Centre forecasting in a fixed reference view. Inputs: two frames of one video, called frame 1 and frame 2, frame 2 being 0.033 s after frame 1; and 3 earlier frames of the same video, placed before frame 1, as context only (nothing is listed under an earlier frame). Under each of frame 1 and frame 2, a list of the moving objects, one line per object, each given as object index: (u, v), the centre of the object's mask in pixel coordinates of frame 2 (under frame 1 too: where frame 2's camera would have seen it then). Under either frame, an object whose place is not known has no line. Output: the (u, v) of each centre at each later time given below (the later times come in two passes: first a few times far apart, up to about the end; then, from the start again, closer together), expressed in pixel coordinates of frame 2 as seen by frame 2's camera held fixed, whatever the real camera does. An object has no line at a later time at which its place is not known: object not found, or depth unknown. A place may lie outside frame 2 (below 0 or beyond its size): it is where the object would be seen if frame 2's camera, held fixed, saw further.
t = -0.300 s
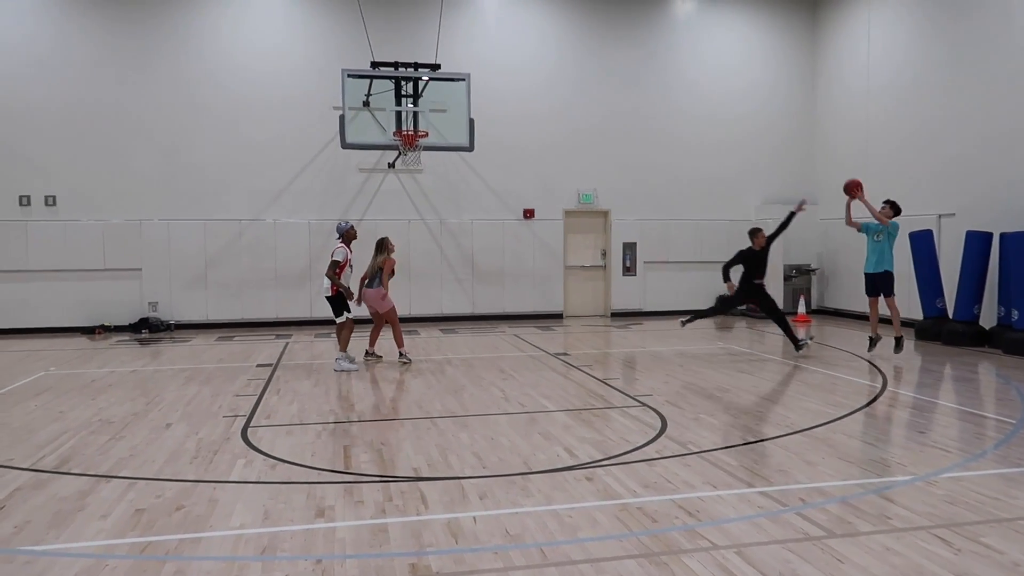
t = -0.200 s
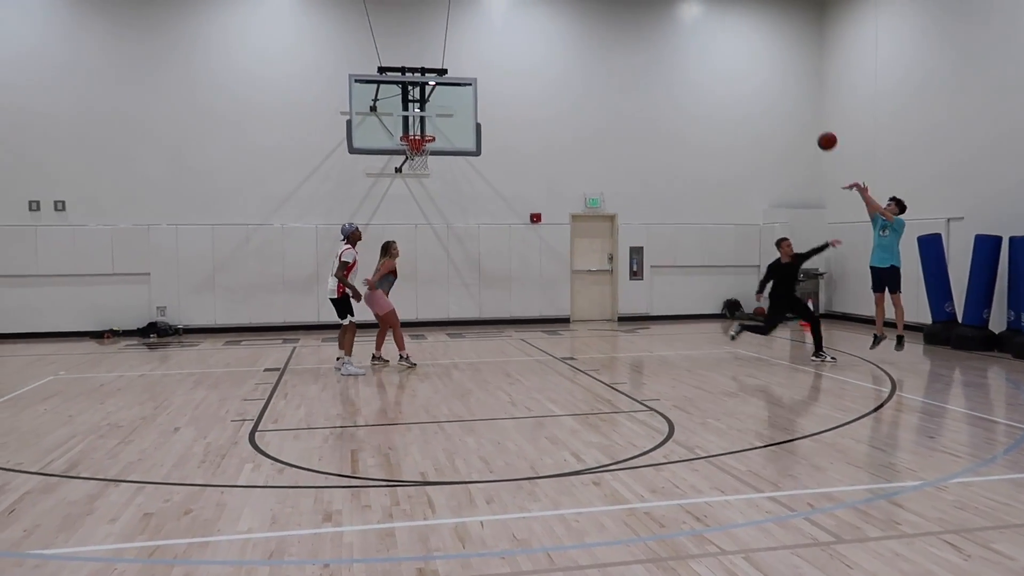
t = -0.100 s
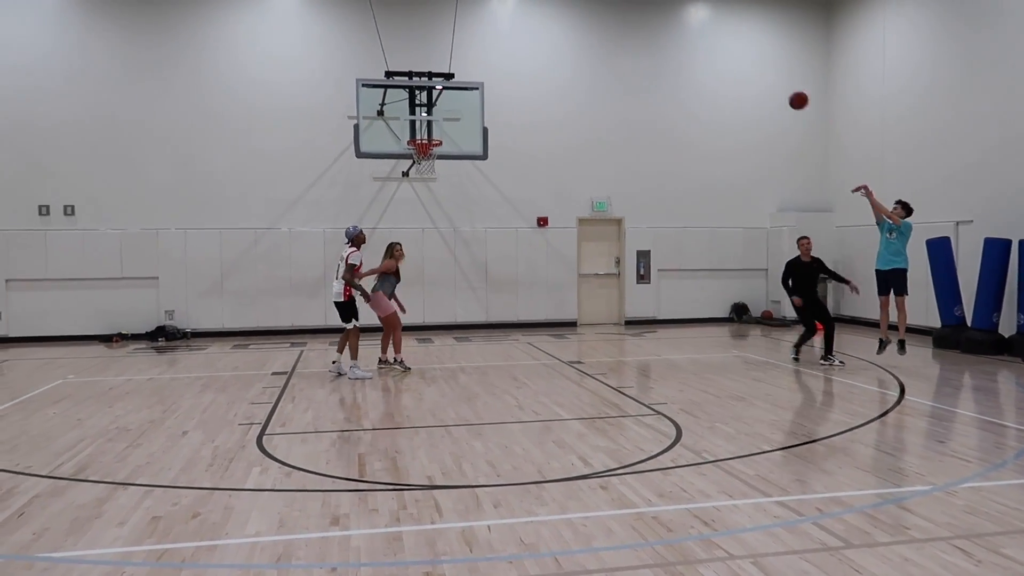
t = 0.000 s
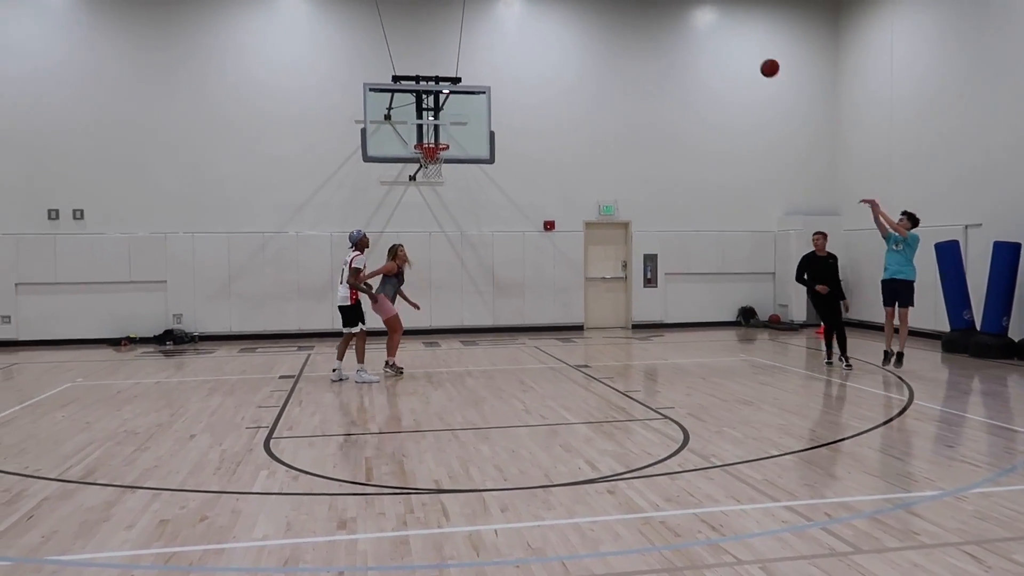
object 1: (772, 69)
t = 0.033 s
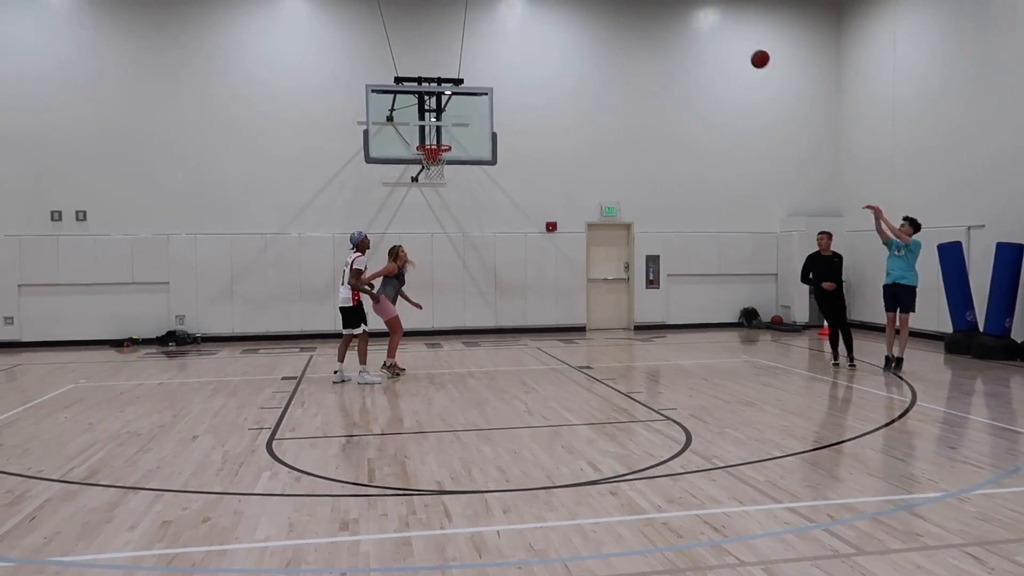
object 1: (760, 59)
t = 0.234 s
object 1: (691, 16)
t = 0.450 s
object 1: (618, 3)
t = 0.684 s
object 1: (543, 30)
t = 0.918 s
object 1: (470, 92)
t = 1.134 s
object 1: (426, 139)
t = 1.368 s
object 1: (425, 120)
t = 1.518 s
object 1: (429, 122)
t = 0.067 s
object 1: (748, 50)
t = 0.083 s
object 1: (743, 45)
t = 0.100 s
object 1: (737, 41)
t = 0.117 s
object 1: (731, 37)
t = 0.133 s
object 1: (725, 34)
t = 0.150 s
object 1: (719, 30)
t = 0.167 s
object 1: (713, 27)
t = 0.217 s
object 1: (696, 18)
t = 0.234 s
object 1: (691, 16)
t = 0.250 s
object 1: (685, 14)
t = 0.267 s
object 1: (679, 12)
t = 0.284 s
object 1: (674, 10)
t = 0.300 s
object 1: (668, 9)
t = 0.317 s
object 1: (662, 7)
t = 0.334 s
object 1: (657, 6)
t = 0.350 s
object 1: (651, 5)
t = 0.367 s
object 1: (646, 4)
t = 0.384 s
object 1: (640, 4)
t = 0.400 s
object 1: (635, 4)
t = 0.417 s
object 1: (629, 4)
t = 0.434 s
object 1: (623, 3)
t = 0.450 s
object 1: (618, 3)
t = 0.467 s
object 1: (612, 4)
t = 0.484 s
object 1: (607, 5)
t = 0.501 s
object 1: (602, 6)
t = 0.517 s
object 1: (596, 7)
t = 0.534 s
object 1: (591, 8)
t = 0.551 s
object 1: (585, 10)
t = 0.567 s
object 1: (580, 12)
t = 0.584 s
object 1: (575, 14)
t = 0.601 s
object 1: (569, 16)
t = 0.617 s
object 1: (564, 18)
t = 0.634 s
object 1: (559, 21)
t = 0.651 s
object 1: (554, 23)
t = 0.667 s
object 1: (548, 27)
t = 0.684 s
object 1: (543, 30)
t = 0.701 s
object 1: (538, 33)
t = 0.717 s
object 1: (532, 36)
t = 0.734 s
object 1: (527, 40)
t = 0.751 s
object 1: (522, 44)
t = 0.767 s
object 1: (517, 48)
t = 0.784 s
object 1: (512, 52)
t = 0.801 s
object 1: (506, 56)
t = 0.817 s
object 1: (501, 61)
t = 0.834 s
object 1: (496, 66)
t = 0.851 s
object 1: (491, 71)
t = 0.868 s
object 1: (486, 76)
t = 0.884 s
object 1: (481, 81)
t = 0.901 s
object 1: (475, 86)
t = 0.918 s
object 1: (470, 92)
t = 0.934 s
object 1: (465, 98)
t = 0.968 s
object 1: (456, 110)
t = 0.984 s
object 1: (451, 117)
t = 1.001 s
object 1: (446, 123)
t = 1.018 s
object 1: (441, 130)
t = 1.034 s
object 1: (436, 137)
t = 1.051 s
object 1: (434, 138)
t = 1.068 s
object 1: (432, 137)
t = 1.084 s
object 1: (430, 138)
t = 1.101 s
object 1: (429, 138)
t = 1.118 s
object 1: (427, 138)
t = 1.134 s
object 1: (426, 139)
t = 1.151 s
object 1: (424, 138)
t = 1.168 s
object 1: (423, 137)
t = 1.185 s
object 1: (423, 136)
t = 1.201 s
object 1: (422, 135)
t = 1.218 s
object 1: (421, 134)
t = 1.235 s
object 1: (422, 132)
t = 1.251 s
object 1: (422, 131)
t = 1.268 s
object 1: (423, 127)
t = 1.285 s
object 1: (423, 125)
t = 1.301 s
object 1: (423, 124)
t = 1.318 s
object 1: (424, 123)
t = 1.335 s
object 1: (424, 122)
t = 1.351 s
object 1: (424, 121)
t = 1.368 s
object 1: (425, 120)
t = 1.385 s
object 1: (425, 120)
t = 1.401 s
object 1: (426, 119)
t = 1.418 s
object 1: (426, 119)
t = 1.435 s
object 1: (427, 119)
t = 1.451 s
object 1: (427, 119)
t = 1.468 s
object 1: (428, 120)
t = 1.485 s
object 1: (428, 120)
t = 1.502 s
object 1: (429, 121)
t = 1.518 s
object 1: (429, 122)
